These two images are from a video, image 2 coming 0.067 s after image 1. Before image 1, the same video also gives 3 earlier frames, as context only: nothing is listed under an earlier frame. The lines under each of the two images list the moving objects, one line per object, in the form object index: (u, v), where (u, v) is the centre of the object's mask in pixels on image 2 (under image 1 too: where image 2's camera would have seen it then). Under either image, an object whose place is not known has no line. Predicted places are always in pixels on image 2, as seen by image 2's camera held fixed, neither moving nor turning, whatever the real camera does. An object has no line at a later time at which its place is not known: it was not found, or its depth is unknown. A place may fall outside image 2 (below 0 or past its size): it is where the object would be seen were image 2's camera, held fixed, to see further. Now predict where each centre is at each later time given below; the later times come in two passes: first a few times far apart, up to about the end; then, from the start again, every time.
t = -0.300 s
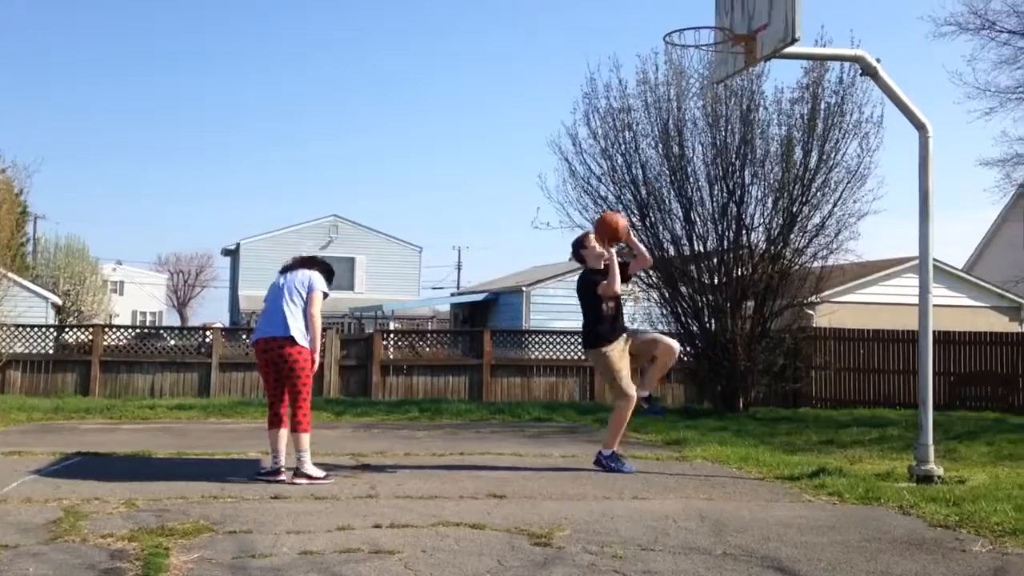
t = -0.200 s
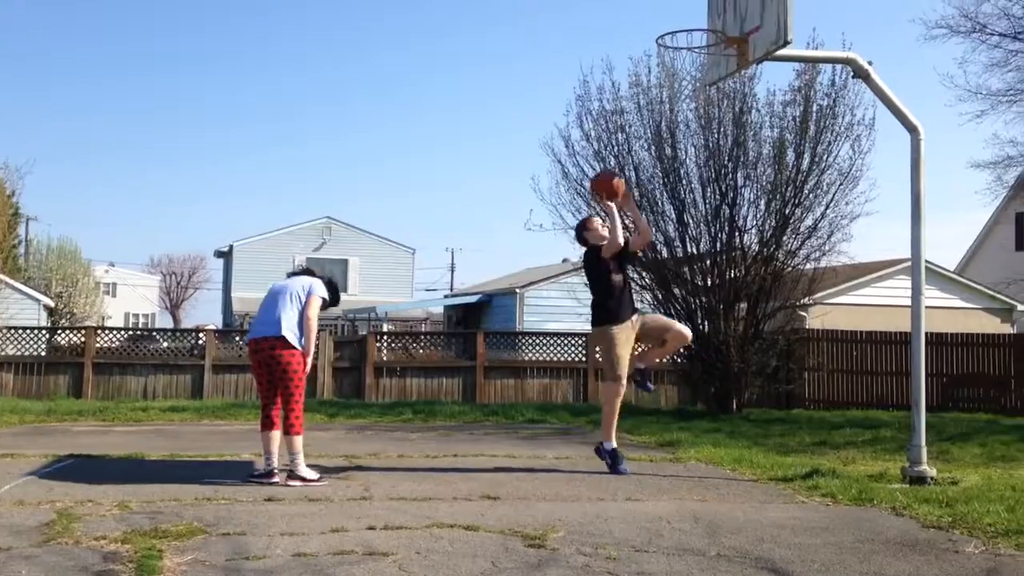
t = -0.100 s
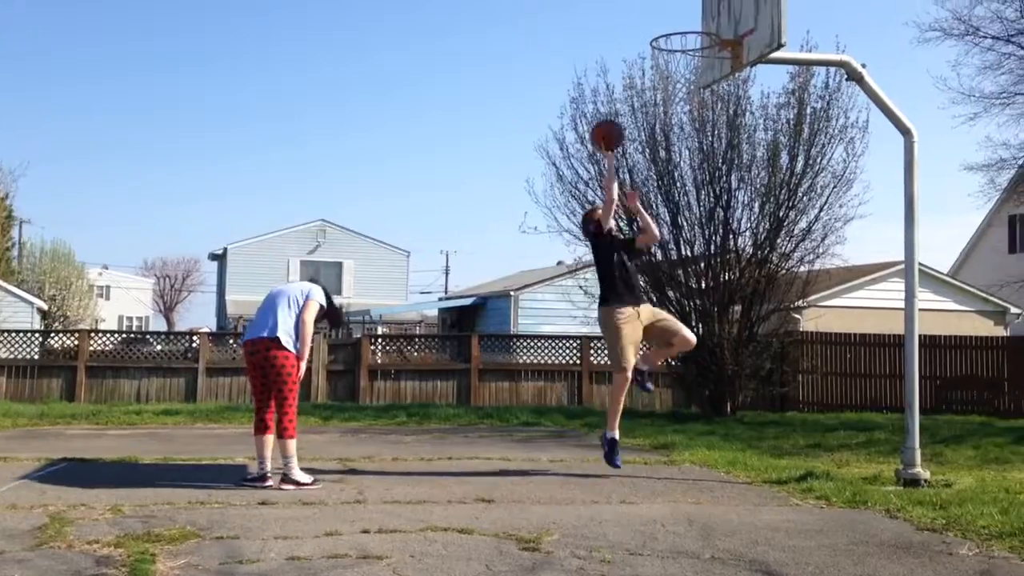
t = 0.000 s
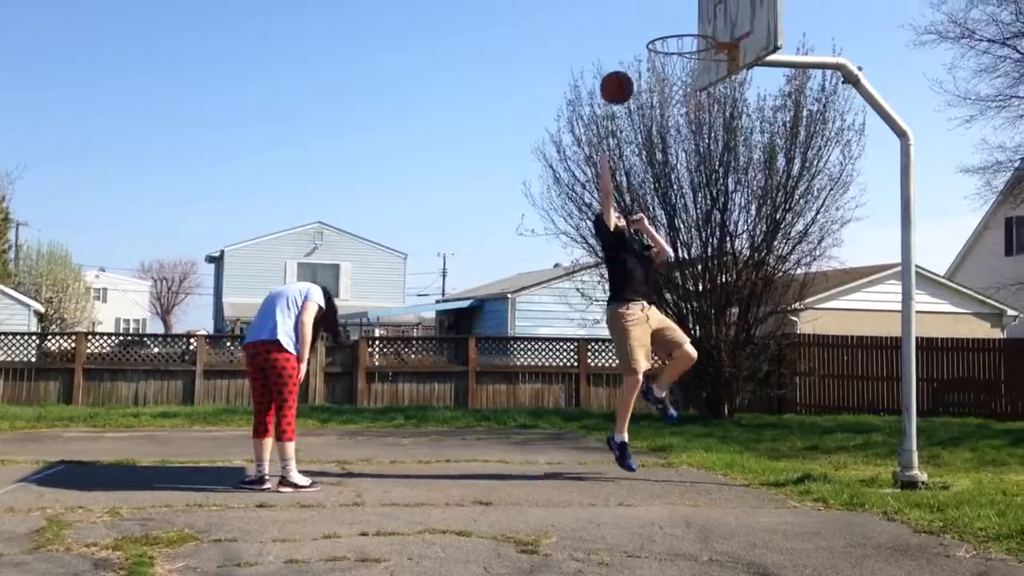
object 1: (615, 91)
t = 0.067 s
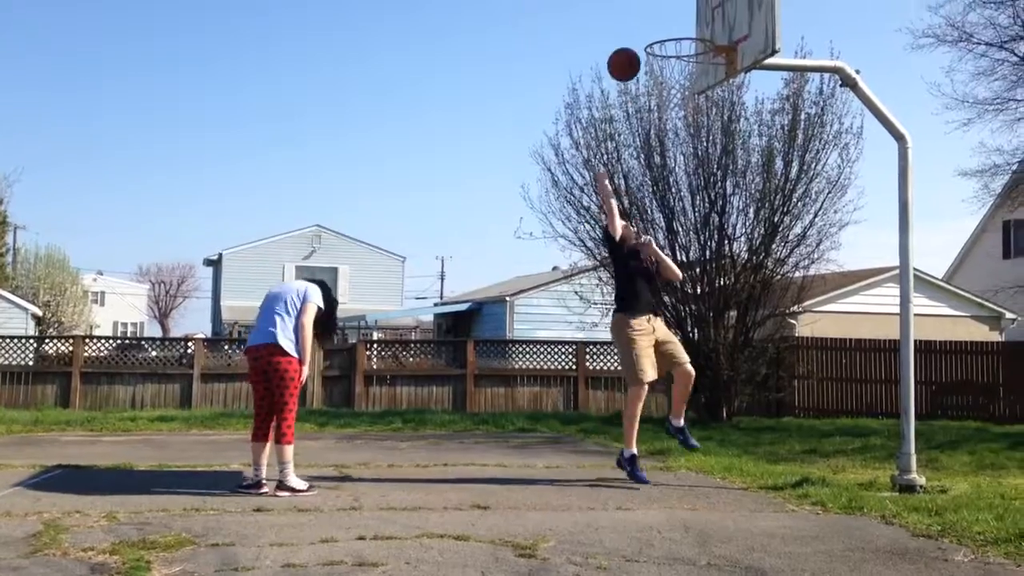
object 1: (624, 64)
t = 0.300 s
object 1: (654, 20)
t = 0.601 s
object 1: (686, 29)
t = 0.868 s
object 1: (695, 55)
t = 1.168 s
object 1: (684, 123)
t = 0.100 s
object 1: (628, 53)
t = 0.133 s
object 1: (634, 44)
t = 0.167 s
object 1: (638, 37)
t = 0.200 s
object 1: (641, 31)
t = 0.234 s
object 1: (646, 25)
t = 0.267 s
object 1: (650, 22)
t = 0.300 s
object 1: (654, 20)
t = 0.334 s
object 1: (659, 20)
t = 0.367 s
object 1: (663, 21)
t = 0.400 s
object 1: (667, 24)
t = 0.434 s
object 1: (672, 28)
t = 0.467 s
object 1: (676, 33)
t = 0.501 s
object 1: (680, 40)
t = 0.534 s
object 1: (682, 36)
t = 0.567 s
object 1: (684, 32)
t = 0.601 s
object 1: (686, 29)
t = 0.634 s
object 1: (688, 28)
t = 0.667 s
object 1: (689, 29)
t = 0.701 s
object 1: (690, 30)
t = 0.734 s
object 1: (692, 33)
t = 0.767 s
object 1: (694, 38)
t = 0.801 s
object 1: (696, 43)
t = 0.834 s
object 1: (697, 50)
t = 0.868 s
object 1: (695, 55)
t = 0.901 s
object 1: (694, 57)
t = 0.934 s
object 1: (695, 61)
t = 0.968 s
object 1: (694, 67)
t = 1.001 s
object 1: (692, 72)
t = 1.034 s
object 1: (691, 79)
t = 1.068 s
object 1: (689, 88)
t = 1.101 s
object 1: (686, 99)
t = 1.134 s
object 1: (685, 110)
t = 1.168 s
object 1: (684, 123)
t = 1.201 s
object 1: (682, 137)
